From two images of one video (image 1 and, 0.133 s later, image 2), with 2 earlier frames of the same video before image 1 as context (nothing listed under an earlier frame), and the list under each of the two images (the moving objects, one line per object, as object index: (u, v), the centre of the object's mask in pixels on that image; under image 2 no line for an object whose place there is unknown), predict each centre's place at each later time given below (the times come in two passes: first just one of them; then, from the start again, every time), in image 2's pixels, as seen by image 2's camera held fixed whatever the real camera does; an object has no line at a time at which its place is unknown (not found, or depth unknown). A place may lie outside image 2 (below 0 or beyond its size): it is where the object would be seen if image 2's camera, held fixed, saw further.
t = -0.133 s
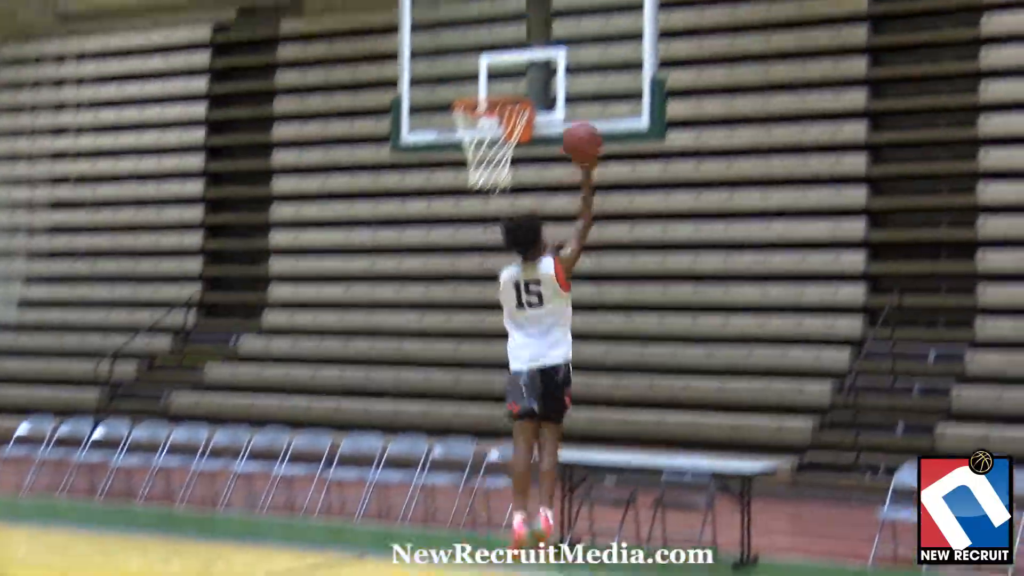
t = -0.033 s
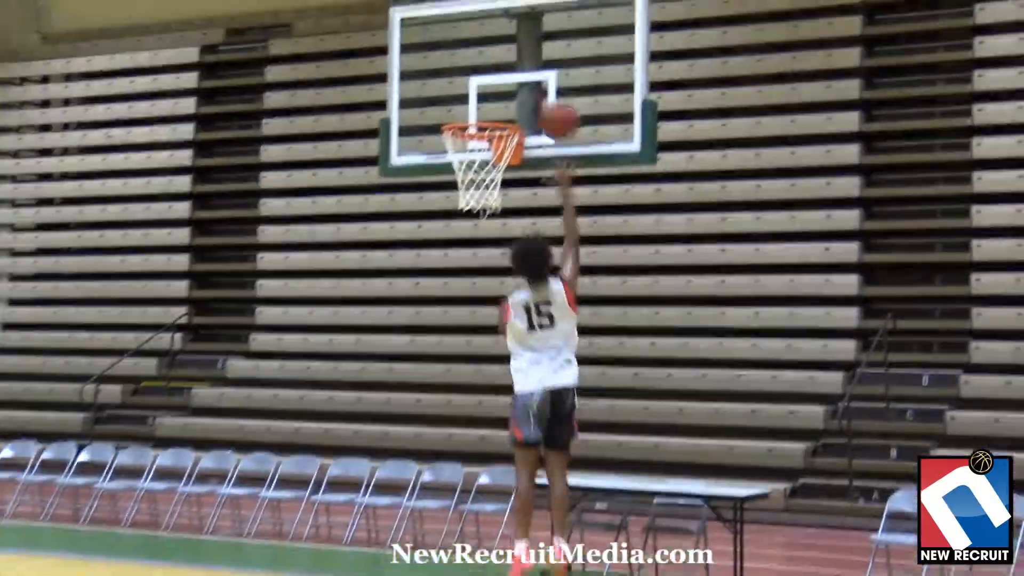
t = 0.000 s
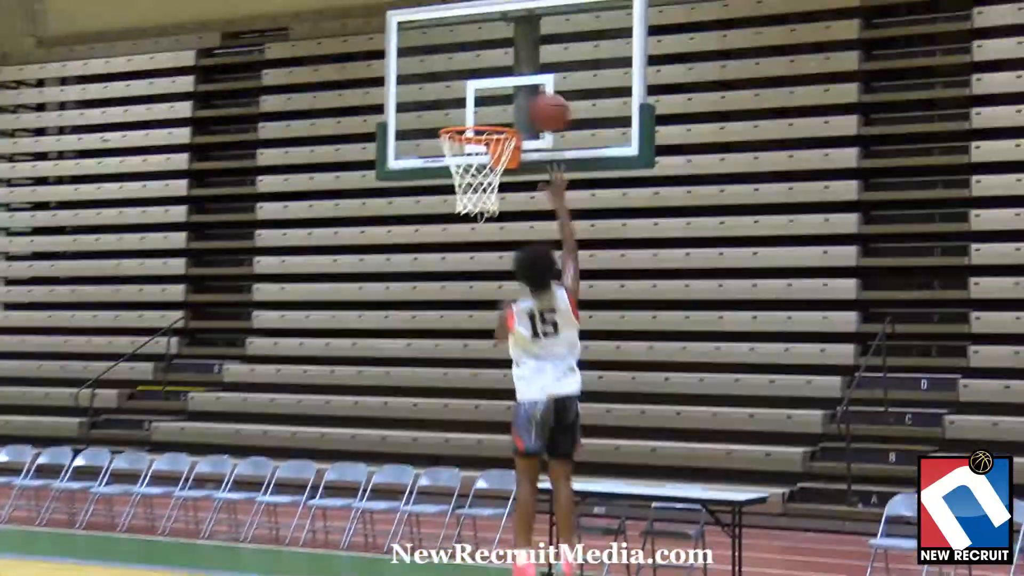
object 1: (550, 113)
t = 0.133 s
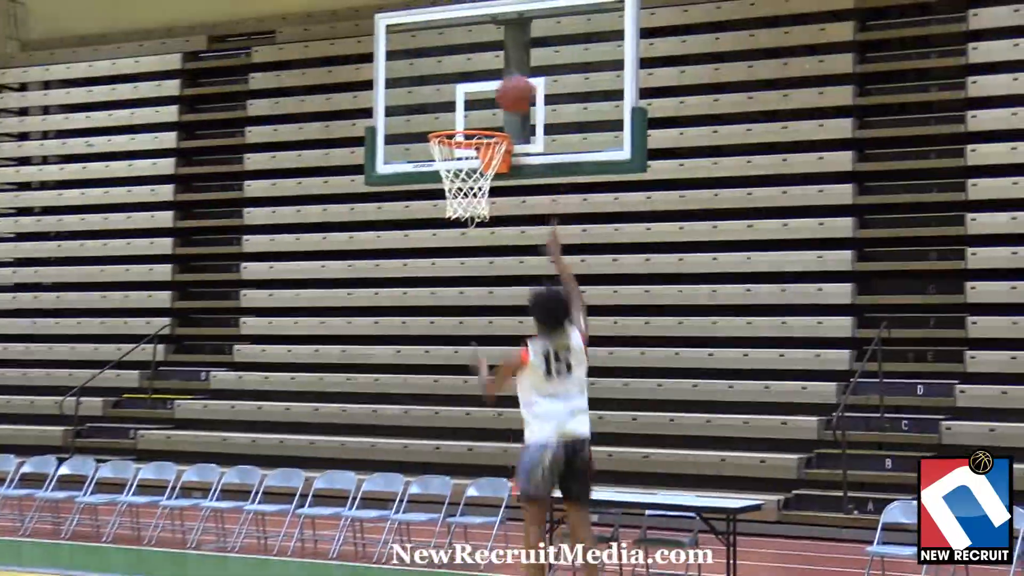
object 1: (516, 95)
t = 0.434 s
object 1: (449, 155)
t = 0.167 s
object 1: (510, 95)
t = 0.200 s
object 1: (505, 97)
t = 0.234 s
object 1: (495, 98)
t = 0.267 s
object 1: (487, 104)
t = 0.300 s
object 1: (481, 112)
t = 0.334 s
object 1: (474, 116)
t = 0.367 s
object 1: (468, 122)
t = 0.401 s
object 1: (458, 147)
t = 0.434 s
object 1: (449, 155)
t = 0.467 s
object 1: (441, 162)
